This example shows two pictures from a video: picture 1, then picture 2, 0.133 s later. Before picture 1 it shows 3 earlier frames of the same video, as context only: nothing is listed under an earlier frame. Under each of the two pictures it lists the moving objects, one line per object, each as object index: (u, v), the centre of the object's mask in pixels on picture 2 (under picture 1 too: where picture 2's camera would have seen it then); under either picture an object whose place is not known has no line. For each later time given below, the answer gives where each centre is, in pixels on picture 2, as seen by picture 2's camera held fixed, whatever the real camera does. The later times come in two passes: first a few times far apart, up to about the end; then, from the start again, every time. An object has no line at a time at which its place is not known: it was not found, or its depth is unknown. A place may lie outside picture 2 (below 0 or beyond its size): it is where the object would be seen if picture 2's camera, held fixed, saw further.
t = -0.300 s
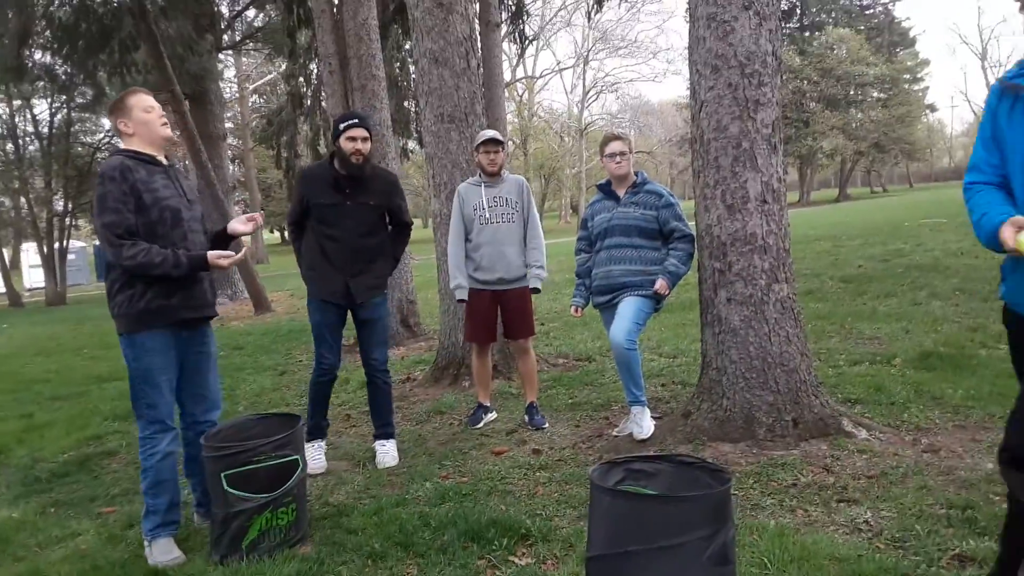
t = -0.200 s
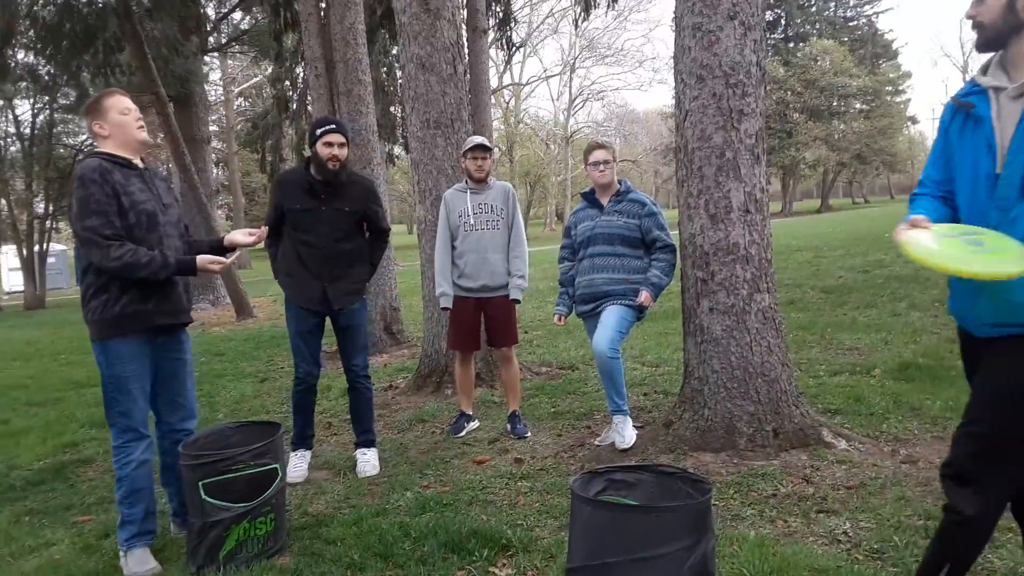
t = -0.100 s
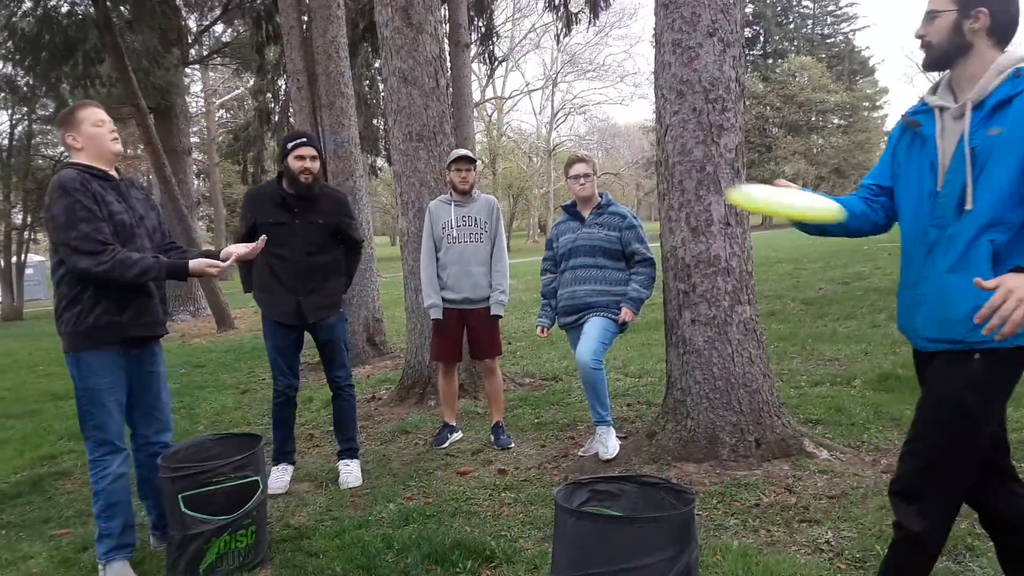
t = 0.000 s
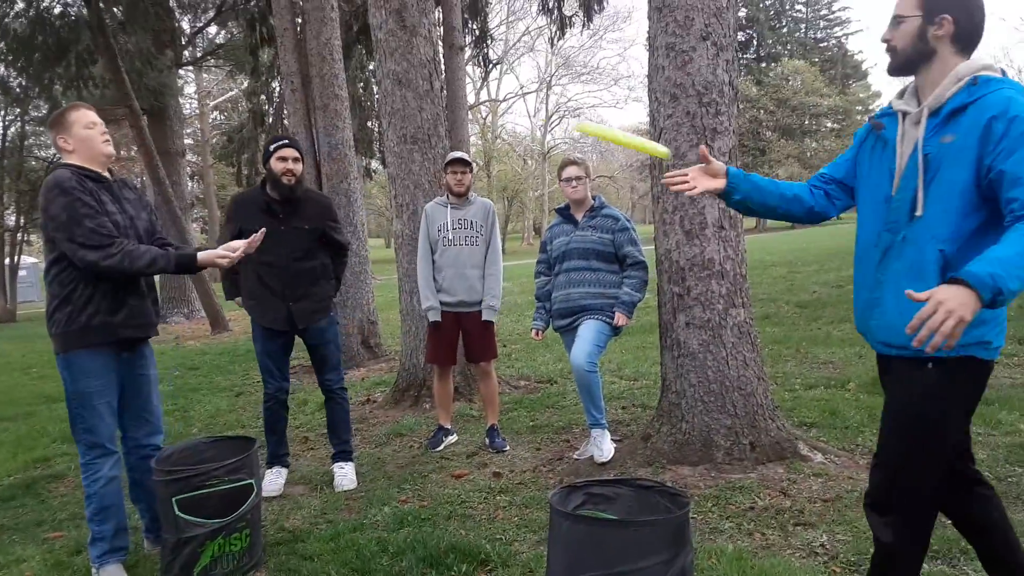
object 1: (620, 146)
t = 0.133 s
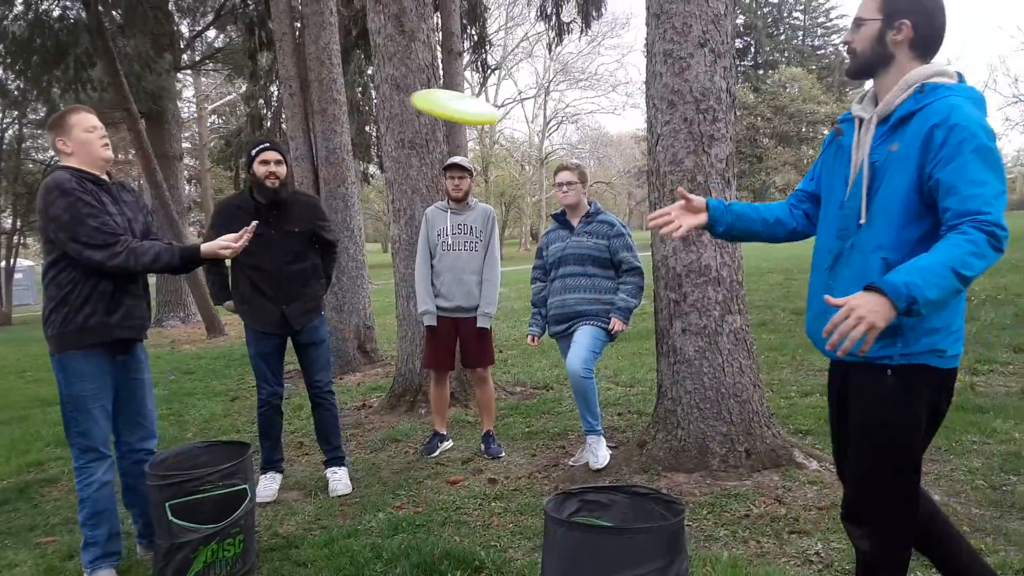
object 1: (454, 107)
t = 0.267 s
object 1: (329, 100)
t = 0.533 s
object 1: (150, 153)
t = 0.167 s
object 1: (422, 102)
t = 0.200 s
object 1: (390, 99)
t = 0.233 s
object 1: (359, 98)
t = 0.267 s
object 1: (329, 100)
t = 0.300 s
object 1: (302, 103)
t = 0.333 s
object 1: (276, 106)
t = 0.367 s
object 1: (252, 109)
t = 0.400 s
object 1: (230, 116)
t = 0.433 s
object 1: (210, 128)
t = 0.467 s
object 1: (189, 136)
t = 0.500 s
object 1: (169, 144)
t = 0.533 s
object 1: (150, 153)
